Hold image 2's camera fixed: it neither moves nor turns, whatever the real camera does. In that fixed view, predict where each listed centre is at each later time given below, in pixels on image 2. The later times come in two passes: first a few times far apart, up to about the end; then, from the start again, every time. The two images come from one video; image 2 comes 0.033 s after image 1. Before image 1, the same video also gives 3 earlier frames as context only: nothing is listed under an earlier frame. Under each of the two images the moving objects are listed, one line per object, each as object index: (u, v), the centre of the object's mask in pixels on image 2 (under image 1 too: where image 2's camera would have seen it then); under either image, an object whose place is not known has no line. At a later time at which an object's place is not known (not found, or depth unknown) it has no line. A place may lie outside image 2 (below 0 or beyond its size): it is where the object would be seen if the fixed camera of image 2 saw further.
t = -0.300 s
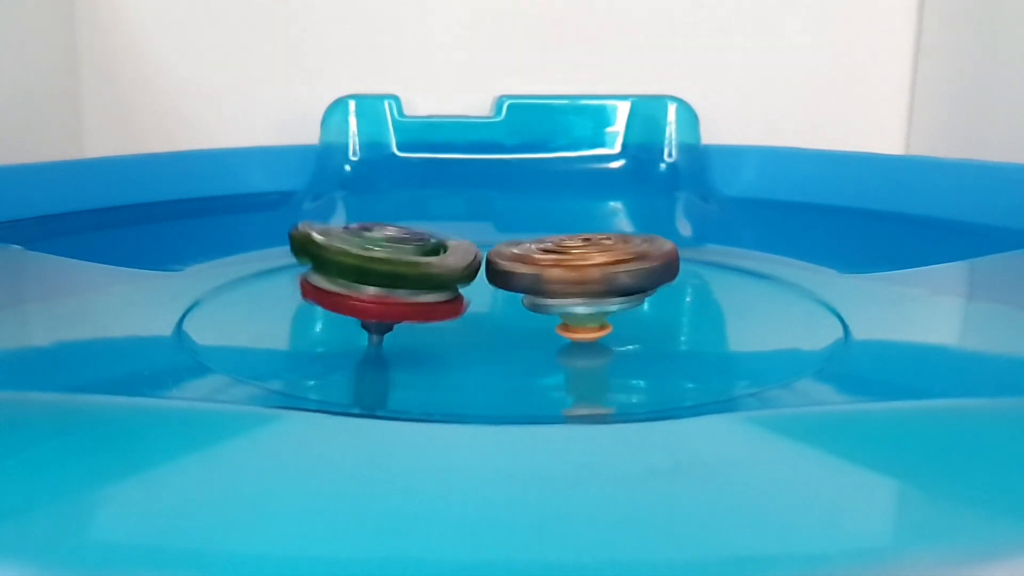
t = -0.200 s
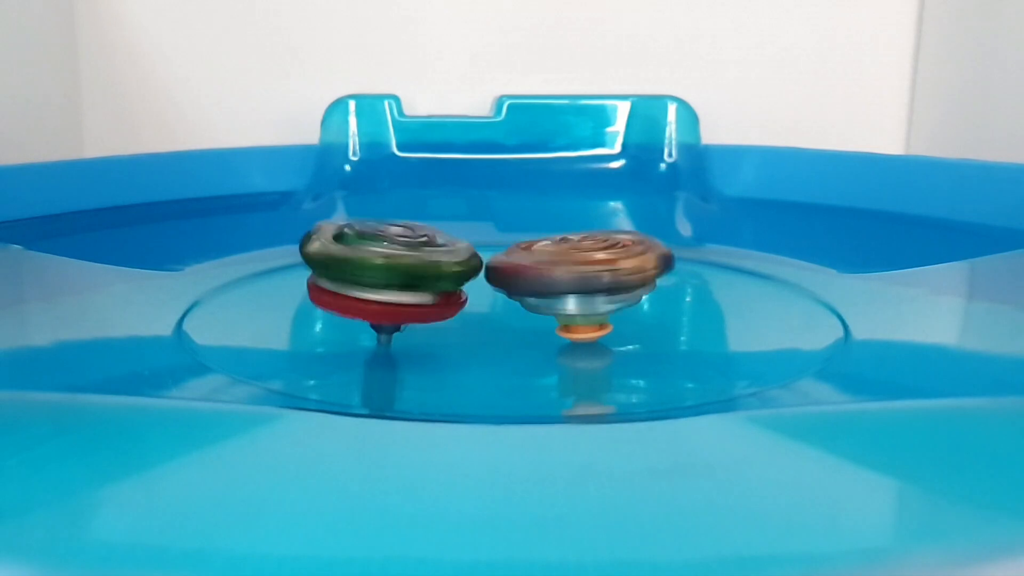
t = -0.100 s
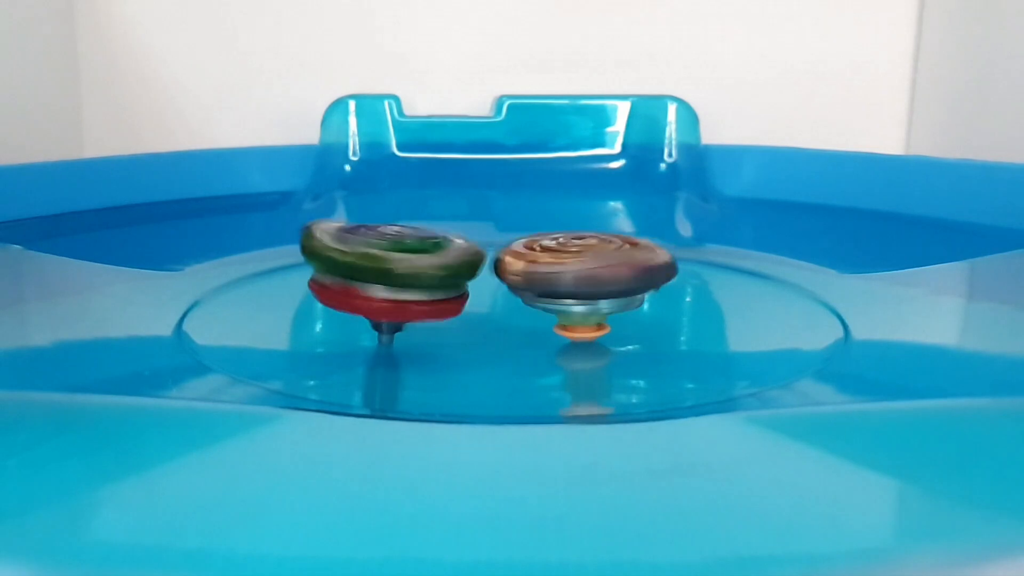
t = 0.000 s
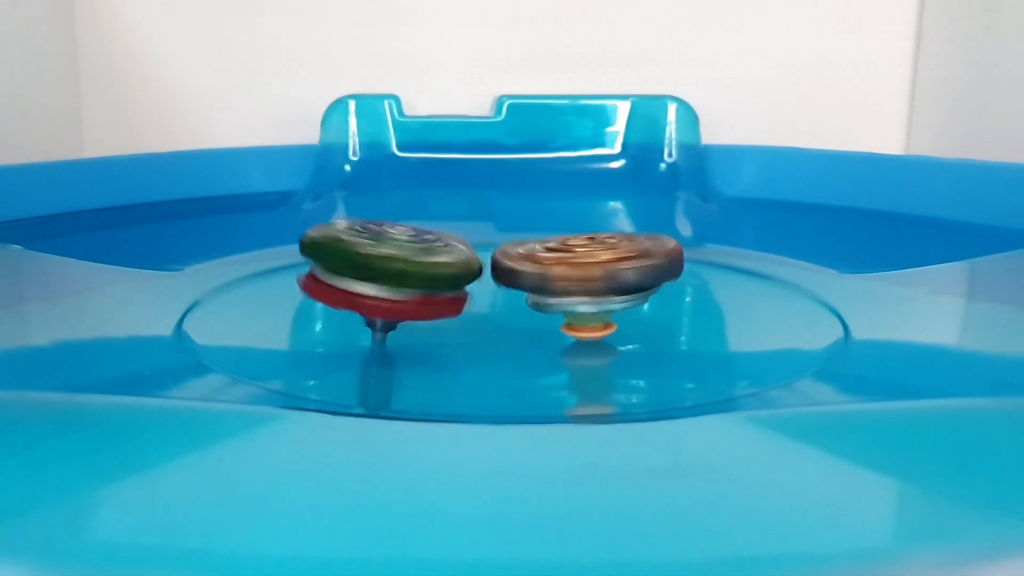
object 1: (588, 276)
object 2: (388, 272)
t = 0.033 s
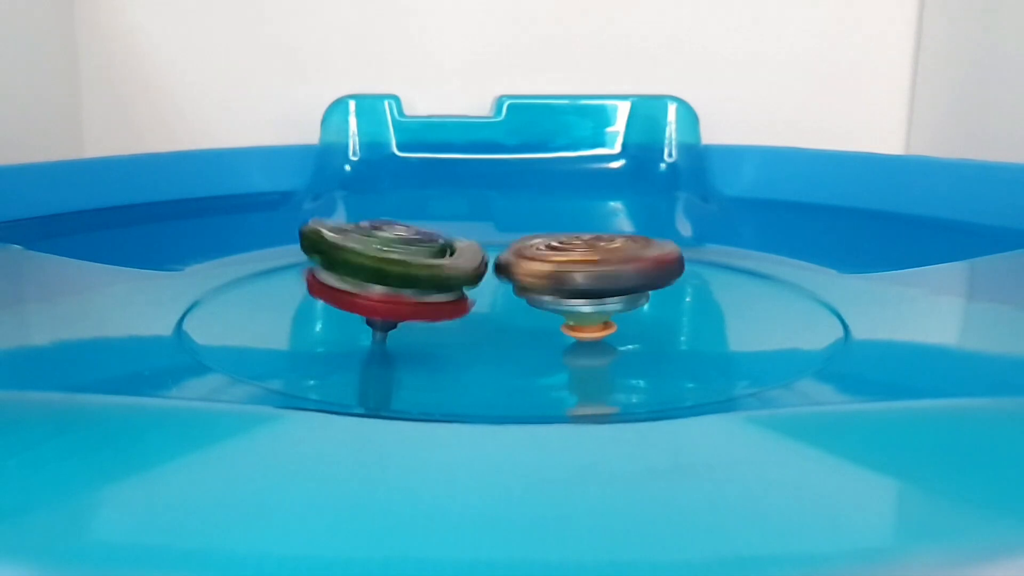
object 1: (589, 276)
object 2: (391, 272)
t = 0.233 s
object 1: (592, 276)
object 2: (391, 271)
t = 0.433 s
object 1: (593, 274)
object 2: (395, 269)
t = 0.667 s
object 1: (593, 275)
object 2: (402, 270)
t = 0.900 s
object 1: (599, 273)
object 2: (403, 267)
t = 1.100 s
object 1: (602, 274)
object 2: (402, 264)
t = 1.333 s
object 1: (604, 273)
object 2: (401, 261)
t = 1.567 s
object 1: (603, 273)
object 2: (401, 259)
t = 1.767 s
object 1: (601, 273)
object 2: (403, 257)
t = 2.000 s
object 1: (599, 273)
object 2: (402, 253)
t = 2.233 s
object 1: (597, 273)
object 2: (405, 252)
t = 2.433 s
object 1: (593, 272)
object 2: (410, 250)
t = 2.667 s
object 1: (588, 273)
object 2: (416, 249)
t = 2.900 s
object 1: (585, 273)
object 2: (417, 249)
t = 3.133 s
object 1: (582, 274)
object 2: (419, 247)
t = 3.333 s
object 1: (583, 274)
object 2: (419, 246)
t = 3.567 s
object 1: (580, 275)
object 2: (424, 246)
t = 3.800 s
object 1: (578, 274)
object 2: (424, 245)
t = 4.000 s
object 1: (577, 276)
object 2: (427, 244)
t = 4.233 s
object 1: (580, 278)
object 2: (428, 241)
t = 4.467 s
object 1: (581, 279)
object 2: (429, 240)
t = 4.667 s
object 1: (582, 281)
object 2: (429, 239)
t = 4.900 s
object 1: (583, 281)
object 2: (425, 238)
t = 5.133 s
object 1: (581, 283)
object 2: (423, 237)
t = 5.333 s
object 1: (580, 283)
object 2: (424, 239)
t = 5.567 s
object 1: (579, 284)
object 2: (429, 240)
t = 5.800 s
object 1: (576, 286)
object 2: (435, 241)
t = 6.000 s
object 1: (575, 285)
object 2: (437, 242)
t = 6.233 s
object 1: (572, 288)
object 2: (443, 244)
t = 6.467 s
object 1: (573, 288)
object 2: (449, 243)
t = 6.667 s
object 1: (575, 289)
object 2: (453, 242)
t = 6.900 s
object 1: (574, 293)
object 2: (459, 242)
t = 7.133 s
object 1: (577, 292)
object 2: (466, 241)
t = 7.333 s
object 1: (577, 295)
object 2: (474, 242)
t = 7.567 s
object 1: (576, 295)
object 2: (482, 239)
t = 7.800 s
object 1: (576, 297)
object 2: (491, 237)
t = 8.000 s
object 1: (574, 299)
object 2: (497, 239)
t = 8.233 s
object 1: (573, 297)
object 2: (510, 234)
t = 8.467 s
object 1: (567, 300)
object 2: (525, 236)
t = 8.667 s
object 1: (565, 301)
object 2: (536, 233)
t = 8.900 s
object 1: (560, 302)
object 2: (552, 233)
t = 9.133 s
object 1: (556, 303)
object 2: (561, 231)
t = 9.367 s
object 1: (554, 301)
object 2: (567, 231)
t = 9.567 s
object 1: (549, 303)
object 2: (573, 230)
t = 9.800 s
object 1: (545, 303)
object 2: (581, 230)
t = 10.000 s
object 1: (541, 302)
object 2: (584, 230)
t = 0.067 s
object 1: (589, 276)
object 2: (389, 271)
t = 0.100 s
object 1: (590, 275)
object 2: (389, 270)
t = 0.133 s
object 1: (592, 275)
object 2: (389, 270)
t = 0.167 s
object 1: (591, 275)
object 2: (389, 271)
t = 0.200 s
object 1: (592, 275)
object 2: (392, 271)
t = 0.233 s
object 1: (592, 276)
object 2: (391, 271)
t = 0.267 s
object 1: (593, 275)
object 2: (391, 271)
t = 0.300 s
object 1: (593, 275)
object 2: (391, 271)
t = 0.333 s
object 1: (593, 275)
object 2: (391, 271)
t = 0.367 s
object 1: (592, 275)
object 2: (395, 270)
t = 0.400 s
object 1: (592, 274)
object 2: (395, 269)
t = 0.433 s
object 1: (593, 274)
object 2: (395, 269)
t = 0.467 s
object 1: (592, 274)
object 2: (395, 269)
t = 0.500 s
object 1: (592, 275)
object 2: (396, 270)
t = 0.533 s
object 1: (592, 275)
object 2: (399, 271)
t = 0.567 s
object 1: (593, 275)
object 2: (400, 270)
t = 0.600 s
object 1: (593, 275)
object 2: (400, 269)
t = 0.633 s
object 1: (593, 275)
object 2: (400, 269)
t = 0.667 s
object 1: (593, 275)
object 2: (402, 270)
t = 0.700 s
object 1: (593, 274)
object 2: (405, 270)
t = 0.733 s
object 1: (596, 274)
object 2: (405, 269)
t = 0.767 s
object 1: (596, 274)
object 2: (403, 268)
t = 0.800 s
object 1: (597, 274)
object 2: (402, 268)
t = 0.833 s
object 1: (597, 274)
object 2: (402, 268)
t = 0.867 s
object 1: (598, 274)
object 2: (402, 268)
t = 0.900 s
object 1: (599, 273)
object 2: (403, 267)
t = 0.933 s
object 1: (600, 273)
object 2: (401, 266)
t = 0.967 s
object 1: (600, 274)
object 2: (401, 266)
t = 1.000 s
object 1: (600, 274)
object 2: (401, 265)
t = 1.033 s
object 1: (602, 274)
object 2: (401, 265)
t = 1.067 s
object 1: (602, 274)
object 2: (403, 265)
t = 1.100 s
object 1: (602, 274)
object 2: (402, 264)
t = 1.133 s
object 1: (601, 274)
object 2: (401, 263)
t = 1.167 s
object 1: (602, 273)
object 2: (400, 263)
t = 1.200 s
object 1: (603, 273)
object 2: (401, 263)
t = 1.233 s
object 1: (603, 273)
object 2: (404, 263)
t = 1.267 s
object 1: (603, 273)
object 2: (402, 262)
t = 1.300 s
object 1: (603, 273)
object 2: (401, 261)
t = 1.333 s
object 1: (604, 273)
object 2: (401, 261)
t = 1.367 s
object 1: (604, 273)
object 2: (401, 261)
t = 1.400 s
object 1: (603, 274)
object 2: (403, 261)
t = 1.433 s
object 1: (603, 274)
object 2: (402, 259)
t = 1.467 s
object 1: (602, 273)
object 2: (400, 259)
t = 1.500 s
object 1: (603, 272)
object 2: (400, 259)
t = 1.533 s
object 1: (602, 272)
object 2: (400, 259)
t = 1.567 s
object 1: (603, 273)
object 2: (401, 259)
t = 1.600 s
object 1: (602, 273)
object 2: (402, 259)
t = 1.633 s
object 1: (604, 273)
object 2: (401, 258)
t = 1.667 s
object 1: (603, 273)
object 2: (401, 258)
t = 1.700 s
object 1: (602, 273)
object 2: (400, 257)
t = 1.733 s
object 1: (602, 273)
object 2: (401, 257)
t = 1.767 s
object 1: (601, 273)
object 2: (403, 257)
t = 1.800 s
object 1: (602, 272)
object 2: (401, 255)
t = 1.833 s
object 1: (601, 272)
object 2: (401, 255)
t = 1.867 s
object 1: (601, 272)
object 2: (401, 255)
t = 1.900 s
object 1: (600, 273)
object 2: (401, 255)
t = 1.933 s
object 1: (601, 273)
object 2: (403, 256)
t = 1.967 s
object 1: (601, 273)
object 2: (403, 254)
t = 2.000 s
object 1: (599, 273)
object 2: (402, 253)
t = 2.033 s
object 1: (599, 273)
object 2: (403, 253)
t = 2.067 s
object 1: (598, 273)
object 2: (403, 253)
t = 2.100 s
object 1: (599, 272)
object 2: (405, 253)
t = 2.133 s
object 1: (598, 272)
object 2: (406, 252)
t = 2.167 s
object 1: (598, 272)
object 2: (404, 251)
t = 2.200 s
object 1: (597, 273)
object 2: (405, 251)
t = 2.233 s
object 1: (597, 273)
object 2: (405, 252)
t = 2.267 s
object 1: (597, 273)
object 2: (406, 252)
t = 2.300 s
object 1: (595, 273)
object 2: (408, 252)
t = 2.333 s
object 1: (595, 273)
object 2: (408, 251)
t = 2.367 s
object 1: (593, 273)
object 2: (408, 251)
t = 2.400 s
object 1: (594, 272)
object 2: (409, 250)
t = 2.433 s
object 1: (593, 272)
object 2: (410, 250)
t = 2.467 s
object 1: (593, 272)
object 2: (414, 251)
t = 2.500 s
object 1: (592, 273)
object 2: (413, 250)
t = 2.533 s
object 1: (592, 273)
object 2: (413, 250)
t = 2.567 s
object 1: (592, 272)
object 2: (413, 250)
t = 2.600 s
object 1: (590, 273)
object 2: (413, 250)
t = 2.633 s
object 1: (590, 273)
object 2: (415, 250)
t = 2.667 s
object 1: (588, 273)
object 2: (416, 249)
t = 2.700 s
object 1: (588, 272)
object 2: (414, 248)
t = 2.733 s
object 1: (588, 272)
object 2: (414, 248)
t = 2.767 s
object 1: (587, 272)
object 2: (415, 248)
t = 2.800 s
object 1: (587, 273)
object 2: (417, 249)
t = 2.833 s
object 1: (585, 273)
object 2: (419, 249)
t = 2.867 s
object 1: (586, 273)
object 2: (418, 249)
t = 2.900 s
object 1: (585, 273)
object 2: (417, 249)
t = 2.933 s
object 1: (583, 273)
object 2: (417, 248)
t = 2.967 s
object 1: (583, 273)
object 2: (418, 248)
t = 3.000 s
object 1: (583, 273)
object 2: (421, 248)
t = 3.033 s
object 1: (583, 273)
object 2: (420, 247)
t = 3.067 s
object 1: (583, 273)
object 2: (420, 247)
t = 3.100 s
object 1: (583, 274)
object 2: (419, 247)
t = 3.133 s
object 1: (582, 274)
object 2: (419, 247)
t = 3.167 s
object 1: (584, 273)
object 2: (420, 247)
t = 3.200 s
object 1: (583, 273)
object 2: (420, 247)
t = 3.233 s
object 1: (582, 274)
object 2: (419, 246)
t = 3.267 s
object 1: (582, 275)
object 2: (419, 246)
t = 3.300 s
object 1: (582, 275)
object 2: (419, 245)
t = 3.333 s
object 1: (583, 274)
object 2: (419, 246)
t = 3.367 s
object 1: (582, 274)
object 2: (421, 246)
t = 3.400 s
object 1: (582, 275)
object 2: (421, 246)
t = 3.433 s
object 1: (581, 274)
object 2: (420, 246)
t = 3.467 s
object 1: (581, 274)
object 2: (420, 246)
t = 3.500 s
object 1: (581, 274)
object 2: (420, 245)
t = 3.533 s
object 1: (579, 274)
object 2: (422, 246)
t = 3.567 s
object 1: (580, 275)
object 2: (424, 246)
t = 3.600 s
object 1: (579, 276)
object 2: (422, 246)
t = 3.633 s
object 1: (579, 275)
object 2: (422, 245)
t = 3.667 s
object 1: (579, 275)
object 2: (422, 245)
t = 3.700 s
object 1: (580, 275)
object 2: (424, 246)
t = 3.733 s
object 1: (578, 276)
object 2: (426, 246)
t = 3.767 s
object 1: (578, 275)
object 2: (425, 245)
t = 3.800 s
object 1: (578, 274)
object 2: (424, 245)
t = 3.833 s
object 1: (577, 275)
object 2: (424, 244)
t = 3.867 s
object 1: (577, 276)
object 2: (426, 245)
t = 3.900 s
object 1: (576, 276)
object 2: (429, 245)
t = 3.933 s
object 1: (577, 276)
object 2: (428, 244)
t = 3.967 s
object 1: (577, 276)
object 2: (426, 244)
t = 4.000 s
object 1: (577, 276)
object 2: (427, 244)
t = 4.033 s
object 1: (578, 277)
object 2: (429, 244)
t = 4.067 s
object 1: (577, 276)
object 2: (428, 244)
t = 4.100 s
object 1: (580, 276)
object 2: (429, 244)
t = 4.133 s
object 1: (580, 276)
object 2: (427, 243)
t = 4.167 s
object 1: (580, 277)
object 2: (428, 243)
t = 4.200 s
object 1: (580, 278)
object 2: (428, 242)
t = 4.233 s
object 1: (580, 278)
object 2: (428, 241)
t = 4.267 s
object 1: (582, 278)
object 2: (429, 241)
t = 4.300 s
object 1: (582, 278)
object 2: (429, 241)
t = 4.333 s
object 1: (582, 278)
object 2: (429, 241)
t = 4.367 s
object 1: (581, 279)
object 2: (428, 241)
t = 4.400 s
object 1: (582, 278)
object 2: (428, 240)
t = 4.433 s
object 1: (582, 278)
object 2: (427, 240)
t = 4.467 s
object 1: (581, 279)
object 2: (429, 240)
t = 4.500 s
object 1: (582, 280)
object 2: (428, 240)
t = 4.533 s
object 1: (581, 280)
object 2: (427, 239)
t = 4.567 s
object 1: (583, 280)
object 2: (427, 239)
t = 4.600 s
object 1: (583, 280)
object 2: (427, 239)
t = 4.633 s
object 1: (583, 280)
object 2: (428, 239)
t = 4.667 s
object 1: (582, 281)
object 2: (429, 239)
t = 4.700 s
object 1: (581, 280)
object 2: (426, 239)
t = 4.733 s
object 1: (583, 280)
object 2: (426, 238)
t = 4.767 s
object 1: (582, 280)
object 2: (425, 238)
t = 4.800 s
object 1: (582, 281)
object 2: (426, 238)
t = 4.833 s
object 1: (582, 282)
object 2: (428, 238)
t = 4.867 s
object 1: (582, 282)
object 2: (427, 238)
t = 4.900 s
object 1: (583, 281)
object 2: (425, 238)
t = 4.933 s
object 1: (582, 281)
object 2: (424, 238)
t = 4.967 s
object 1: (582, 282)
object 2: (424, 238)
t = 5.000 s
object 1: (580, 282)
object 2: (425, 238)
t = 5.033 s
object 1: (582, 281)
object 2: (426, 238)
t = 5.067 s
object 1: (582, 281)
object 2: (424, 237)
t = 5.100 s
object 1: (581, 282)
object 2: (424, 237)
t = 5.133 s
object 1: (581, 283)
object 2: (423, 237)
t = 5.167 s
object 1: (580, 283)
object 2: (424, 238)
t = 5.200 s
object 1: (581, 283)
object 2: (425, 239)
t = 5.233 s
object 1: (582, 283)
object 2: (424, 239)
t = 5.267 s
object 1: (581, 283)
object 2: (424, 239)
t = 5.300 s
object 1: (580, 284)
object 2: (424, 239)
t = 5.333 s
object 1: (580, 283)
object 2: (424, 239)
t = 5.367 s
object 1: (581, 283)
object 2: (425, 239)
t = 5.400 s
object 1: (580, 283)
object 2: (427, 240)
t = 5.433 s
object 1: (579, 284)
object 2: (428, 240)
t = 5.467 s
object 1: (578, 285)
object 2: (427, 240)
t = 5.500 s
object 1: (579, 285)
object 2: (427, 240)
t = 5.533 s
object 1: (579, 284)
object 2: (427, 239)
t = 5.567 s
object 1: (579, 284)
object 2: (429, 240)
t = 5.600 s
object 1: (579, 285)
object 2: (431, 241)
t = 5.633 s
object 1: (576, 285)
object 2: (430, 240)
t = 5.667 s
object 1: (578, 284)
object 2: (430, 241)
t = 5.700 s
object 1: (578, 284)
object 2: (430, 241)
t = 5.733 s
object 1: (576, 284)
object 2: (431, 241)
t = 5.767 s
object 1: (577, 286)
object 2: (434, 242)
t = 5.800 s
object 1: (576, 286)
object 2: (435, 241)
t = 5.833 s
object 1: (576, 285)
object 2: (433, 241)
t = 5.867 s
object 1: (577, 285)
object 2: (434, 241)
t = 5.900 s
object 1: (576, 286)
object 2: (436, 241)
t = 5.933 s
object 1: (574, 287)
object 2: (437, 242)
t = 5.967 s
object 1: (574, 286)
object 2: (438, 242)
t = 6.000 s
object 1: (575, 285)
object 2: (437, 242)
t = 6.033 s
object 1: (574, 285)
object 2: (437, 242)
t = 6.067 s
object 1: (573, 286)
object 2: (439, 242)
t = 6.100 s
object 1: (572, 287)
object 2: (440, 243)
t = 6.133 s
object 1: (572, 287)
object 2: (441, 243)
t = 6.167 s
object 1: (573, 286)
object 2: (442, 243)
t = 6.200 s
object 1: (572, 287)
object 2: (442, 243)
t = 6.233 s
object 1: (572, 288)
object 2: (443, 244)
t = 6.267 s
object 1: (569, 287)
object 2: (444, 243)
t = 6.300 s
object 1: (571, 286)
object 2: (445, 243)
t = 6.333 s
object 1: (571, 286)
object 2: (447, 244)
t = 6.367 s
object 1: (570, 287)
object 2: (448, 244)
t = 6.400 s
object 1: (570, 288)
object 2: (448, 244)
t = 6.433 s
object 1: (571, 288)
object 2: (448, 244)
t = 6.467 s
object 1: (573, 288)
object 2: (449, 243)
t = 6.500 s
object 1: (574, 288)
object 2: (449, 243)
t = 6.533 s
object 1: (575, 289)
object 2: (452, 244)
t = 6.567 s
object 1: (574, 290)
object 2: (453, 243)
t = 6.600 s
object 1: (574, 290)
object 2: (452, 242)
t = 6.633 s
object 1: (575, 289)
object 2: (452, 242)
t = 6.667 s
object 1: (575, 289)
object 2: (453, 242)
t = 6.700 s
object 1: (575, 291)
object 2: (455, 243)
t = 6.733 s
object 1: (574, 292)
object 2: (458, 244)
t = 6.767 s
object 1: (575, 291)
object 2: (458, 243)
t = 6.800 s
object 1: (576, 290)
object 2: (456, 242)
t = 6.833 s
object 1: (576, 291)
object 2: (456, 243)
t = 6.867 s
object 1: (576, 293)
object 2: (457, 243)
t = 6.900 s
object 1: (574, 293)
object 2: (459, 242)
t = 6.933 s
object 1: (577, 291)
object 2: (461, 242)
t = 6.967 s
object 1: (577, 291)
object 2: (461, 241)
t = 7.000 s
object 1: (577, 293)
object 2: (461, 241)
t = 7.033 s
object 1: (576, 293)
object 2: (463, 242)
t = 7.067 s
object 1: (575, 294)
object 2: (464, 242)
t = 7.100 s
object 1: (576, 293)
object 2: (464, 241)
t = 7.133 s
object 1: (577, 292)
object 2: (466, 241)
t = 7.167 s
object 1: (576, 294)
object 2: (466, 243)
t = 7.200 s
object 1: (576, 295)
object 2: (466, 242)
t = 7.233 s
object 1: (575, 294)
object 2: (467, 241)
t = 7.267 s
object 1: (577, 293)
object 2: (469, 240)
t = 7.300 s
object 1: (576, 293)
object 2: (470, 240)
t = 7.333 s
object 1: (577, 295)
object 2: (474, 242)
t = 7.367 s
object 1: (575, 296)
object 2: (474, 241)
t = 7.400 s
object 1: (576, 295)
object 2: (475, 240)
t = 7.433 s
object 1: (576, 294)
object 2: (476, 239)
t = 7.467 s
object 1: (577, 295)
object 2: (477, 240)
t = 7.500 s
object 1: (577, 296)
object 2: (478, 241)
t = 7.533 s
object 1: (574, 296)
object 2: (481, 241)
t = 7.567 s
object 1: (576, 295)
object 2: (482, 239)
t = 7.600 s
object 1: (576, 294)
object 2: (482, 238)
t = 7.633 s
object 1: (576, 295)
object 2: (483, 239)
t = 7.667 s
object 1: (576, 297)
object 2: (485, 240)
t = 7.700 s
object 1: (574, 297)
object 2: (488, 240)
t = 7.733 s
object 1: (575, 296)
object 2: (491, 239)
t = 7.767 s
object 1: (576, 296)
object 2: (492, 238)
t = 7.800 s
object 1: (576, 297)
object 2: (491, 237)
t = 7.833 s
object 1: (575, 298)
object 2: (491, 238)
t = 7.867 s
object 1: (573, 297)
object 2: (493, 238)
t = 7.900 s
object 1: (575, 296)
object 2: (495, 238)
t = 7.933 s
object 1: (575, 296)
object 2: (498, 238)
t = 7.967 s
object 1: (574, 298)
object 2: (497, 238)
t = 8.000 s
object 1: (574, 299)
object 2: (497, 239)
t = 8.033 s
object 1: (572, 299)
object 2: (499, 238)
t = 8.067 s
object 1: (573, 297)
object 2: (502, 237)
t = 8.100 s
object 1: (573, 297)
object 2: (504, 237)
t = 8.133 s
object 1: (573, 298)
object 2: (506, 239)
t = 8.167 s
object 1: (572, 299)
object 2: (507, 238)
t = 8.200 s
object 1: (572, 299)
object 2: (507, 236)
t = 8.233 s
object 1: (573, 297)
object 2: (510, 234)
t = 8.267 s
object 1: (571, 297)
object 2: (512, 234)
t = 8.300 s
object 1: (571, 299)
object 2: (513, 237)
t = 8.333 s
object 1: (570, 300)
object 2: (516, 238)
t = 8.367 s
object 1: (569, 299)
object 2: (519, 236)
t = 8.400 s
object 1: (570, 299)
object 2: (521, 235)
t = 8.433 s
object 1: (570, 300)
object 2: (522, 236)
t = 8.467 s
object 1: (567, 300)
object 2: (525, 236)
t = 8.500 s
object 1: (569, 299)
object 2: (528, 236)
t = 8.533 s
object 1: (568, 298)
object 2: (530, 234)
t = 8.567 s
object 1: (566, 300)
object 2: (529, 234)
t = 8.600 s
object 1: (567, 302)
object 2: (530, 234)
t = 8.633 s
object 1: (565, 302)
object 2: (533, 234)
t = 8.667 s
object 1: (565, 301)
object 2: (536, 233)
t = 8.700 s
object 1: (565, 300)
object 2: (541, 234)
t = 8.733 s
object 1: (564, 301)
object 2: (543, 234)
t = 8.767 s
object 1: (564, 303)
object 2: (541, 233)
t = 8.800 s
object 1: (562, 302)
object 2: (542, 233)
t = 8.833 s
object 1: (563, 301)
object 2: (543, 232)
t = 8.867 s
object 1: (562, 300)
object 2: (547, 233)
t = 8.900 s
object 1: (560, 302)
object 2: (552, 233)
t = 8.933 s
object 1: (560, 303)
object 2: (551, 233)
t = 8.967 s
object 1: (559, 304)
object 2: (549, 233)
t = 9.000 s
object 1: (559, 302)
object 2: (551, 232)
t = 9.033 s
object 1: (560, 301)
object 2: (554, 231)
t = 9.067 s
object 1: (559, 302)
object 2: (557, 231)
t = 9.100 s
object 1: (558, 303)
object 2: (561, 231)
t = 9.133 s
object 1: (556, 303)
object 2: (561, 231)
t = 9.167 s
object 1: (557, 302)
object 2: (558, 231)
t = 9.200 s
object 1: (557, 301)
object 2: (560, 231)
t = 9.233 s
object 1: (555, 302)
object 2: (563, 230)
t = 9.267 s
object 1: (555, 304)
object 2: (564, 231)
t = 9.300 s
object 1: (553, 304)
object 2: (567, 232)
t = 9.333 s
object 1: (553, 302)
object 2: (568, 231)
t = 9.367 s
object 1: (554, 301)
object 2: (567, 231)
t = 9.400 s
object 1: (553, 303)
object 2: (568, 230)
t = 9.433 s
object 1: (552, 304)
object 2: (570, 229)
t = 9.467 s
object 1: (552, 303)
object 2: (570, 229)
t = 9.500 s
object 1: (552, 302)
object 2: (573, 230)
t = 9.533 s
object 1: (551, 301)
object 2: (574, 231)
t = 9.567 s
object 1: (549, 303)
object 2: (573, 230)
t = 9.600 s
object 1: (549, 304)
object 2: (573, 230)
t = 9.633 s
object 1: (548, 304)
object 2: (574, 229)
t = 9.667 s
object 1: (547, 302)
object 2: (576, 230)
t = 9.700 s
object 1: (548, 301)
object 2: (579, 230)
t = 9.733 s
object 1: (548, 303)
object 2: (582, 231)
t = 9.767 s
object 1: (546, 304)
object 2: (582, 231)
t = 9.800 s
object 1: (545, 303)
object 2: (581, 230)
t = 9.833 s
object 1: (546, 301)
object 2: (580, 228)
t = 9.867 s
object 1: (545, 301)
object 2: (581, 228)
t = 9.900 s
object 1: (543, 303)
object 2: (586, 230)
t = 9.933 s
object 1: (543, 304)
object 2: (589, 232)
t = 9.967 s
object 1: (555, 281)
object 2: (587, 231)
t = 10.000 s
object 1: (541, 302)
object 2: (584, 230)
